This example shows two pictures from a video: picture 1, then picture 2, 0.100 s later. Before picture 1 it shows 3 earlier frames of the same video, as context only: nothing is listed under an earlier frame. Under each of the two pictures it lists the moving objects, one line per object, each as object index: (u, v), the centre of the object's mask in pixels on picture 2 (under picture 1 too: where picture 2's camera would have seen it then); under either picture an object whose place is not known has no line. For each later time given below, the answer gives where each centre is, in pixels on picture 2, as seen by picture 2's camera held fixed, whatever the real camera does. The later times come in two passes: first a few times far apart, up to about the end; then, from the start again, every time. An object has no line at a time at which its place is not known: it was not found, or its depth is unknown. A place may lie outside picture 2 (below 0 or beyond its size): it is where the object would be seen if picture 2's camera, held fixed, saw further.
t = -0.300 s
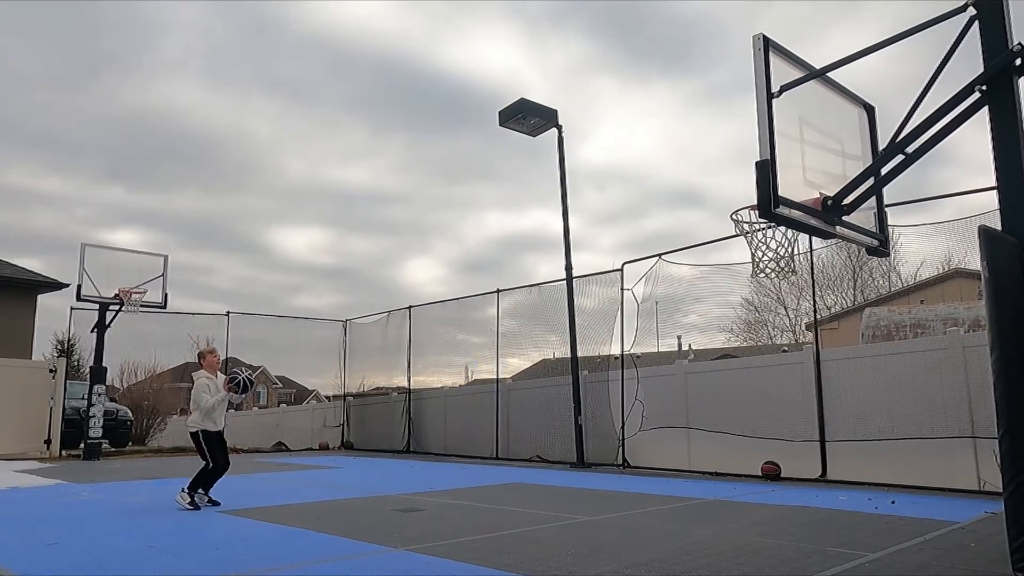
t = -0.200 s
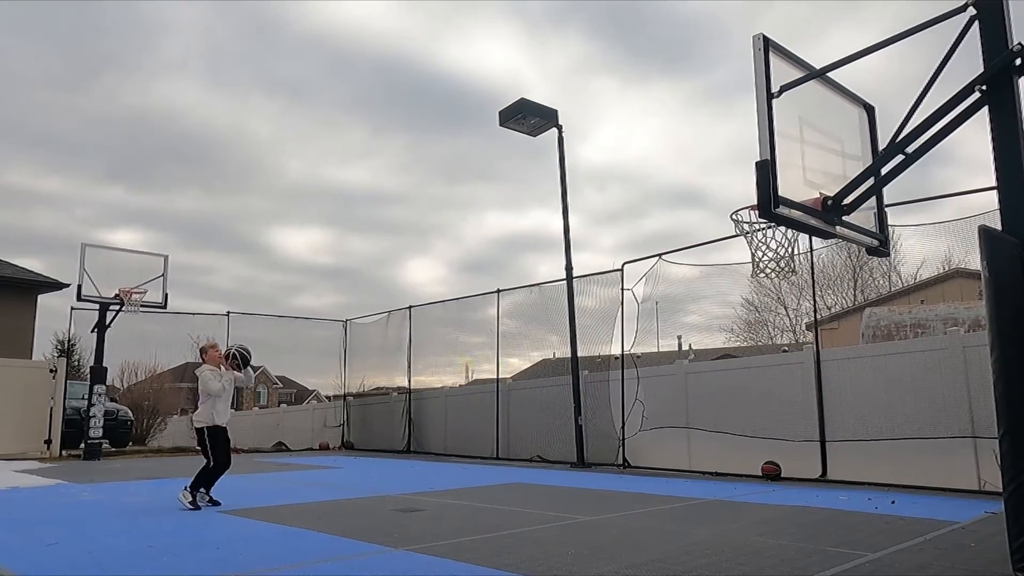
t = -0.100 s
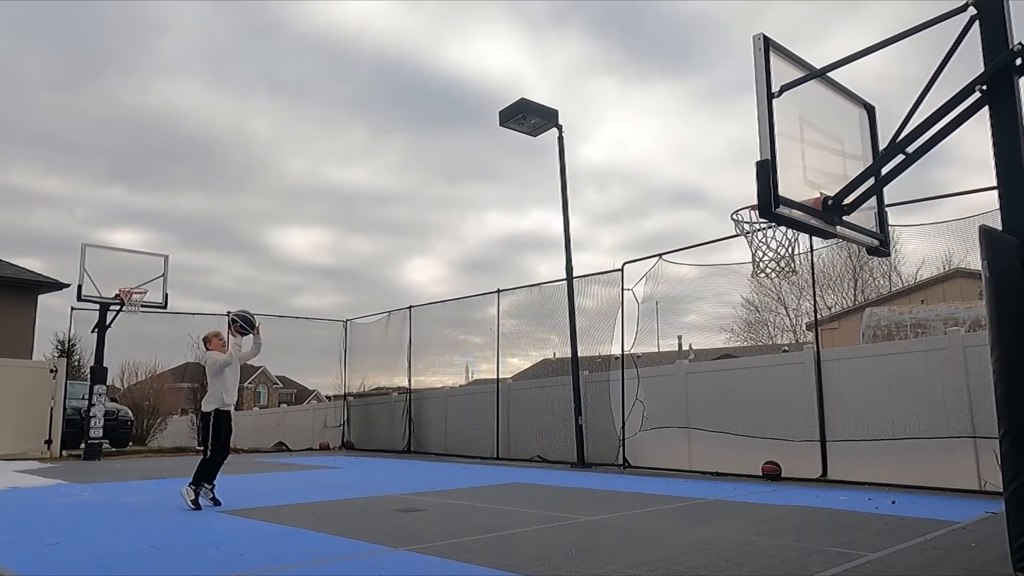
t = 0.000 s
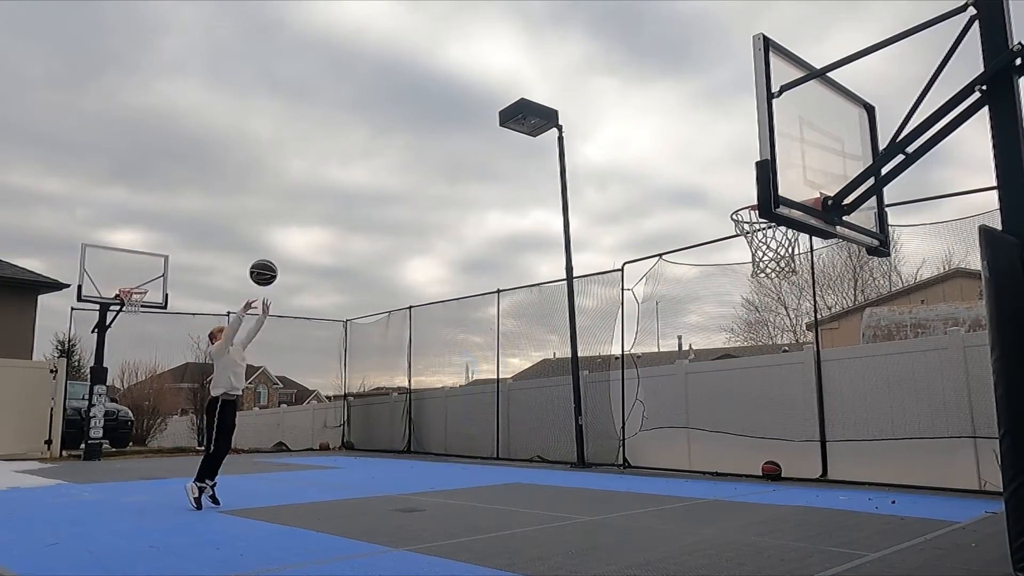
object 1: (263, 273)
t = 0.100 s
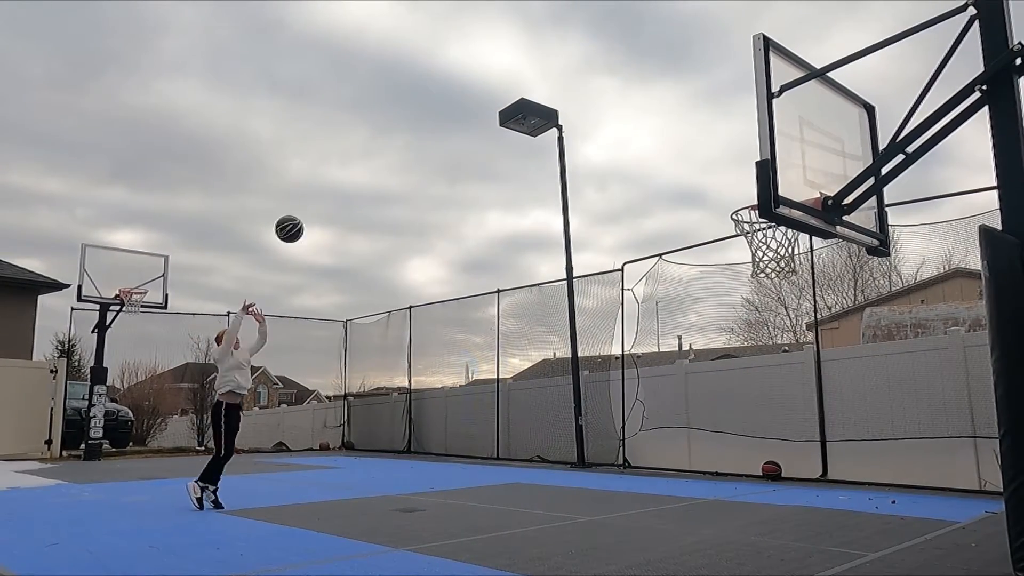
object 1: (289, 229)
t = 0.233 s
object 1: (324, 187)
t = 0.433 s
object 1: (377, 161)
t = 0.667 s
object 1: (444, 188)
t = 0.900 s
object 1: (516, 288)
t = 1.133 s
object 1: (601, 486)
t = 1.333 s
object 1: (647, 411)
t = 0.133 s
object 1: (298, 217)
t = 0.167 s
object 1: (306, 206)
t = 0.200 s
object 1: (315, 196)
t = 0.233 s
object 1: (324, 187)
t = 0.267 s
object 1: (332, 180)
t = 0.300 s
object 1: (341, 174)
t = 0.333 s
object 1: (350, 169)
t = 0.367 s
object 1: (359, 165)
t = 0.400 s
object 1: (368, 163)
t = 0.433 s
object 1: (377, 161)
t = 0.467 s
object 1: (386, 161)
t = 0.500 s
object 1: (396, 162)
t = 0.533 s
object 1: (405, 165)
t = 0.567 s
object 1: (414, 169)
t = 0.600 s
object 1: (424, 174)
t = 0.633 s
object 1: (434, 180)
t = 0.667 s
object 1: (444, 188)
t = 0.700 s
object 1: (454, 198)
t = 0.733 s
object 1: (464, 209)
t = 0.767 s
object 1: (474, 221)
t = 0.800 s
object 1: (484, 235)
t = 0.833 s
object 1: (495, 251)
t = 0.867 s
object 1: (506, 269)
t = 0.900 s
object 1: (516, 288)
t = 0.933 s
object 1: (528, 310)
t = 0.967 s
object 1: (539, 333)
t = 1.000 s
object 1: (551, 359)
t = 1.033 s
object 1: (563, 387)
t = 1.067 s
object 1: (576, 417)
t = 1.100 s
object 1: (589, 450)
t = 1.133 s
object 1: (601, 486)
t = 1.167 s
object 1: (614, 521)
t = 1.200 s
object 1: (620, 496)
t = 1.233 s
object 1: (627, 472)
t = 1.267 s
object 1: (633, 450)
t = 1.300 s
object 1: (640, 430)
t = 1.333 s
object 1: (647, 411)
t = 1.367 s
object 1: (653, 394)
